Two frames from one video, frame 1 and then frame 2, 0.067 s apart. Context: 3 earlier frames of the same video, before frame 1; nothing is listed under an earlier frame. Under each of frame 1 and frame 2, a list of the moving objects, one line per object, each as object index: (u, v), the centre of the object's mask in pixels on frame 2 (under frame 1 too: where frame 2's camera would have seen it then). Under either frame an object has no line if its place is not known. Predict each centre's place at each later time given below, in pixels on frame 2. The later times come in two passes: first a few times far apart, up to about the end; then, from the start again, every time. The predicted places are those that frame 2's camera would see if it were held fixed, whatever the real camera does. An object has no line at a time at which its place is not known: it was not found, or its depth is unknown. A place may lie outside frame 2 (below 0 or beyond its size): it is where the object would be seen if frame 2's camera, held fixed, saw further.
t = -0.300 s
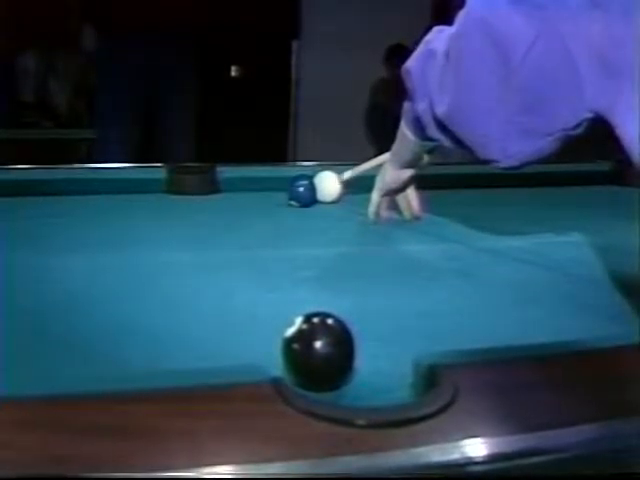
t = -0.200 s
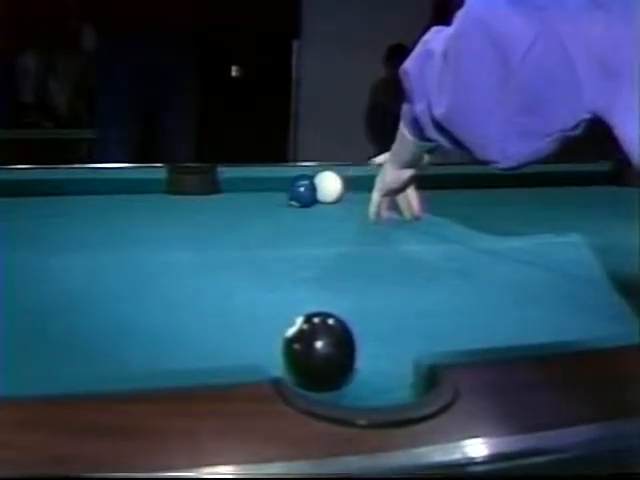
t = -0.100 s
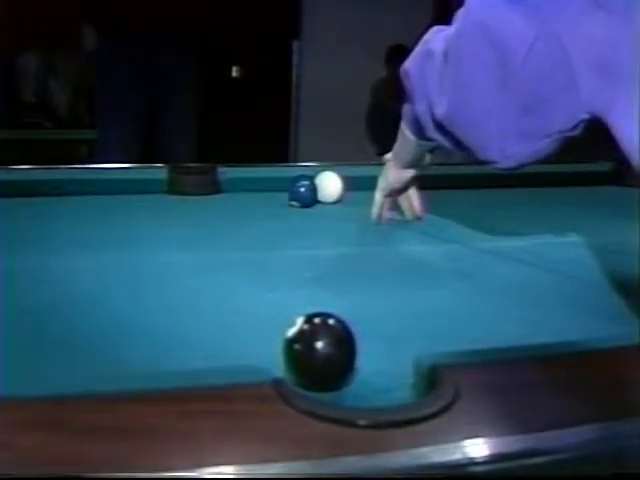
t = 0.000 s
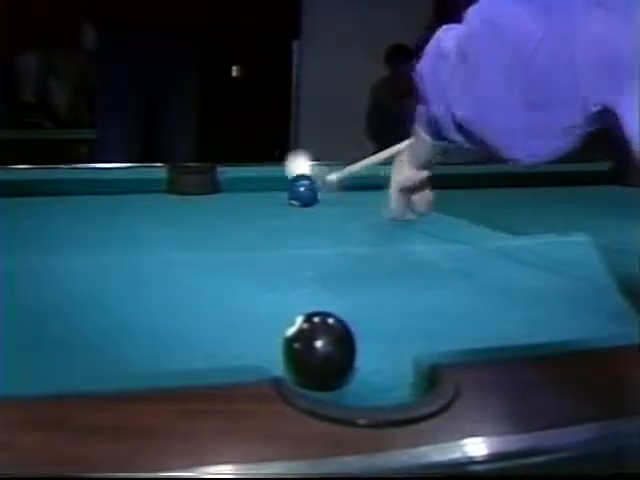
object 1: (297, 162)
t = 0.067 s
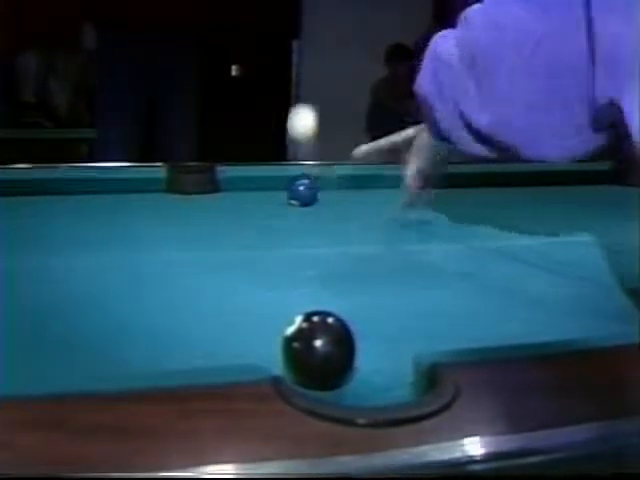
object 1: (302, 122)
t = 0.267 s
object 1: (315, 121)
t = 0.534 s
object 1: (324, 242)
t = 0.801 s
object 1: (283, 321)
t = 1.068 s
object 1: (198, 332)
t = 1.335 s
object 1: (111, 339)
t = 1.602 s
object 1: (34, 346)
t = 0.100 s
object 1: (304, 106)
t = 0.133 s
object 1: (306, 95)
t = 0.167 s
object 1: (309, 90)
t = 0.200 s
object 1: (311, 92)
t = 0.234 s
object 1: (313, 100)
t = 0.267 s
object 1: (315, 121)
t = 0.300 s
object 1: (318, 149)
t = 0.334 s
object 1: (320, 189)
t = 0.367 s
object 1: (322, 225)
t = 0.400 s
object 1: (322, 212)
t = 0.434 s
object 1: (323, 204)
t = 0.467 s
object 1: (323, 205)
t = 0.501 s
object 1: (324, 214)
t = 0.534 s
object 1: (324, 242)
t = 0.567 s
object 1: (323, 274)
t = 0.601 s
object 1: (322, 272)
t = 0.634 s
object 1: (320, 280)
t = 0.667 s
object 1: (317, 291)
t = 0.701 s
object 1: (312, 296)
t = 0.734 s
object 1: (302, 306)
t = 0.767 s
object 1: (291, 315)
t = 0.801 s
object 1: (283, 321)
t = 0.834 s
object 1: (275, 326)
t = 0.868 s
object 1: (265, 327)
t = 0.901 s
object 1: (254, 328)
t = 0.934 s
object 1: (242, 329)
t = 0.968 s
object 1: (231, 329)
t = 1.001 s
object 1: (220, 330)
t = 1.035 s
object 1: (209, 331)
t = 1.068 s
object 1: (198, 332)
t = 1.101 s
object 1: (186, 333)
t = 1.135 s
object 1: (176, 333)
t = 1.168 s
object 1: (164, 334)
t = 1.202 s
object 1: (154, 335)
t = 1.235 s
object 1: (144, 336)
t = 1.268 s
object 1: (133, 338)
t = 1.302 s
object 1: (122, 339)
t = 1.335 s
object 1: (111, 339)
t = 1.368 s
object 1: (101, 339)
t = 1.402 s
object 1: (90, 340)
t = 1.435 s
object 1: (80, 341)
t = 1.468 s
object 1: (69, 341)
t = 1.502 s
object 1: (60, 342)
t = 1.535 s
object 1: (51, 344)
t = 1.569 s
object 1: (40, 344)
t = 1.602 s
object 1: (34, 346)
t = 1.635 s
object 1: (28, 346)
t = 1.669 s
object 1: (24, 347)
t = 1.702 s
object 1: (20, 348)
